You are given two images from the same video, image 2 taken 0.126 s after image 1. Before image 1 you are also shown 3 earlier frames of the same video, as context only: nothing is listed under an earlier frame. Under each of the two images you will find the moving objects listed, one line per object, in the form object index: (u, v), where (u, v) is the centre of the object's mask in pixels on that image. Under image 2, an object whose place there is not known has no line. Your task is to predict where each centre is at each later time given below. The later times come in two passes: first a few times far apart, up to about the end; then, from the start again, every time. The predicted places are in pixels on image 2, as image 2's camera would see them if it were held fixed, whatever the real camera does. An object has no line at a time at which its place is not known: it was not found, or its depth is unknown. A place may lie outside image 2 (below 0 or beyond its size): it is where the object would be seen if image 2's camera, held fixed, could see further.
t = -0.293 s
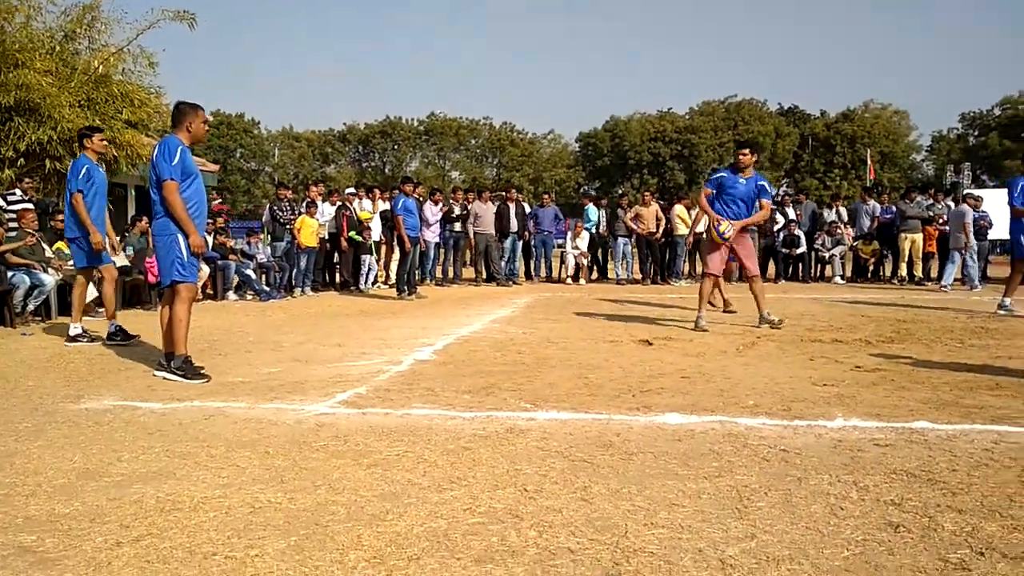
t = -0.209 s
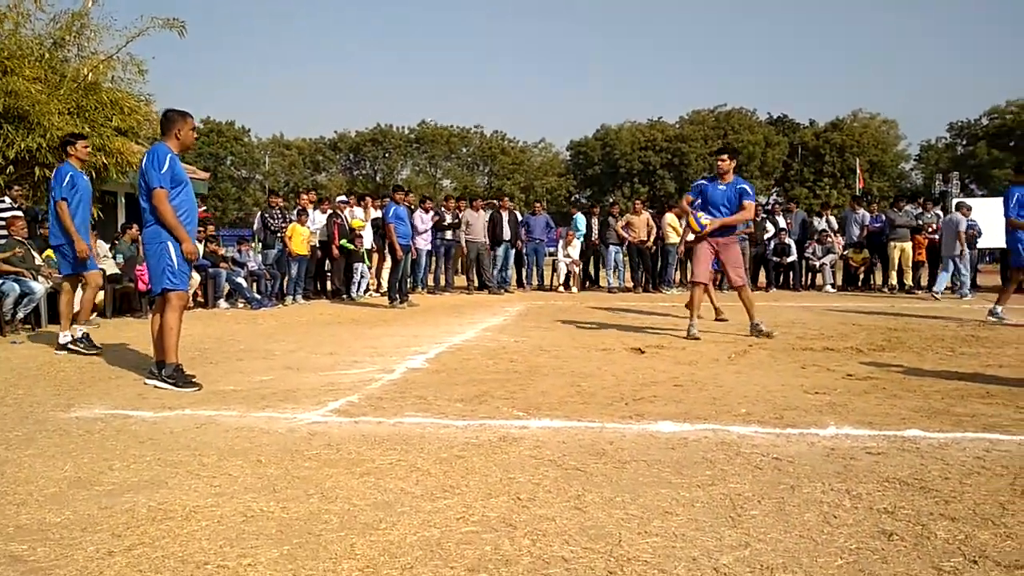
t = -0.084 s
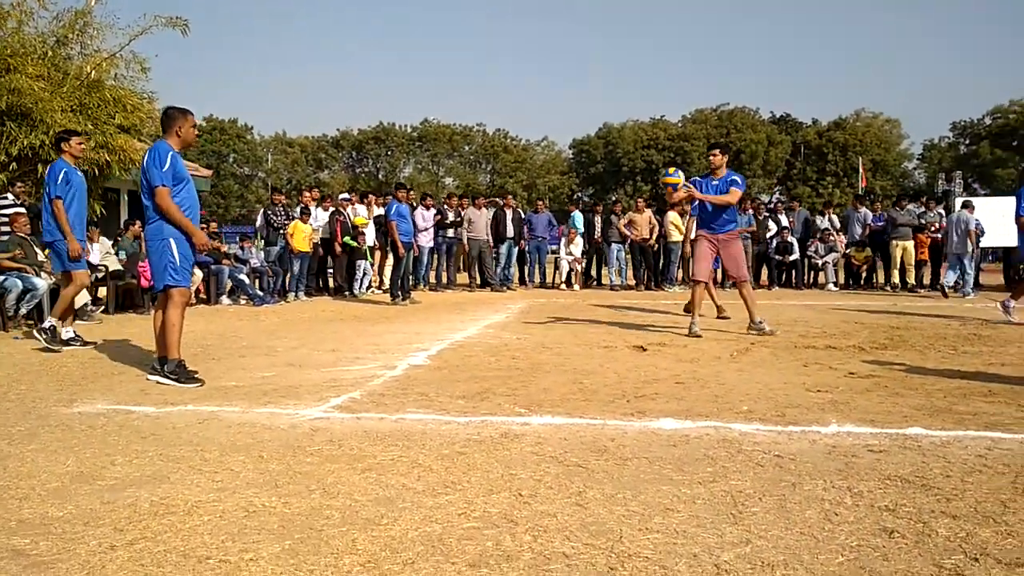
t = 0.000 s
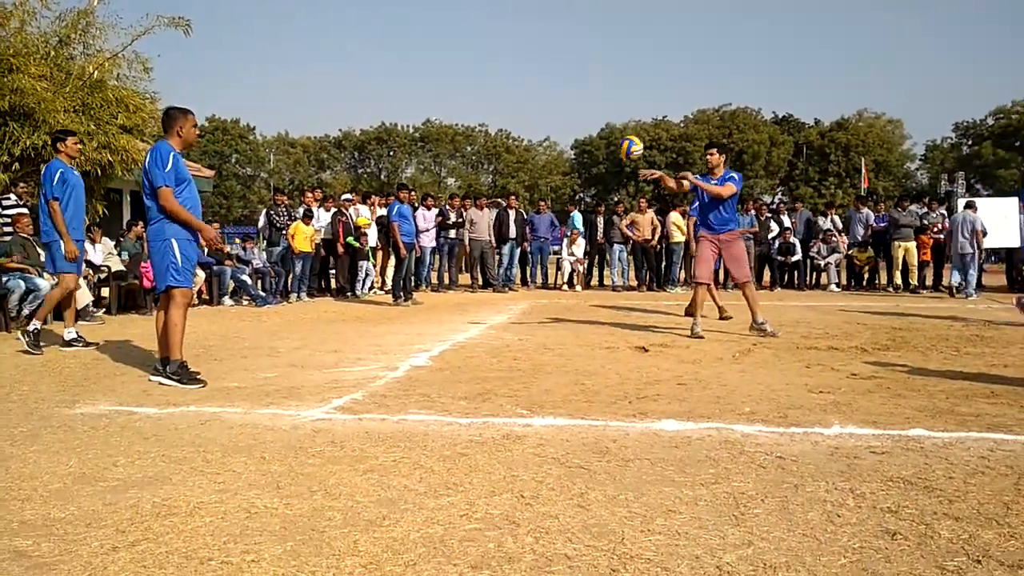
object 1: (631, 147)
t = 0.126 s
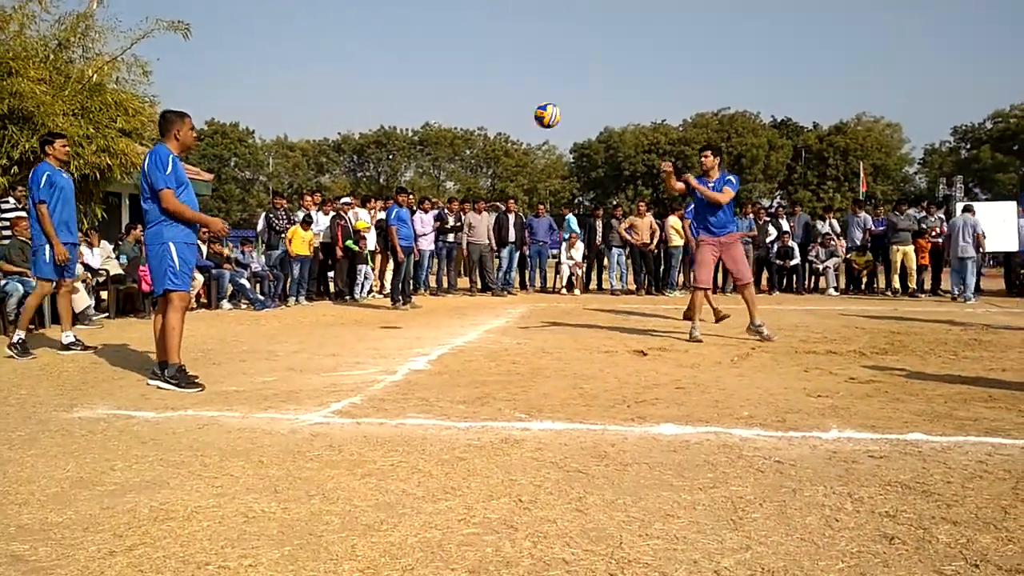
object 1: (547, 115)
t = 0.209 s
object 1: (488, 100)
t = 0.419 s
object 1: (326, 95)
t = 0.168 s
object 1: (518, 107)
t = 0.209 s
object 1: (488, 100)
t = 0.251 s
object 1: (458, 95)
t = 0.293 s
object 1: (426, 92)
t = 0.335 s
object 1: (393, 91)
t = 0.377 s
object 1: (360, 92)
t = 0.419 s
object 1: (326, 95)
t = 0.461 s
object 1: (291, 101)
